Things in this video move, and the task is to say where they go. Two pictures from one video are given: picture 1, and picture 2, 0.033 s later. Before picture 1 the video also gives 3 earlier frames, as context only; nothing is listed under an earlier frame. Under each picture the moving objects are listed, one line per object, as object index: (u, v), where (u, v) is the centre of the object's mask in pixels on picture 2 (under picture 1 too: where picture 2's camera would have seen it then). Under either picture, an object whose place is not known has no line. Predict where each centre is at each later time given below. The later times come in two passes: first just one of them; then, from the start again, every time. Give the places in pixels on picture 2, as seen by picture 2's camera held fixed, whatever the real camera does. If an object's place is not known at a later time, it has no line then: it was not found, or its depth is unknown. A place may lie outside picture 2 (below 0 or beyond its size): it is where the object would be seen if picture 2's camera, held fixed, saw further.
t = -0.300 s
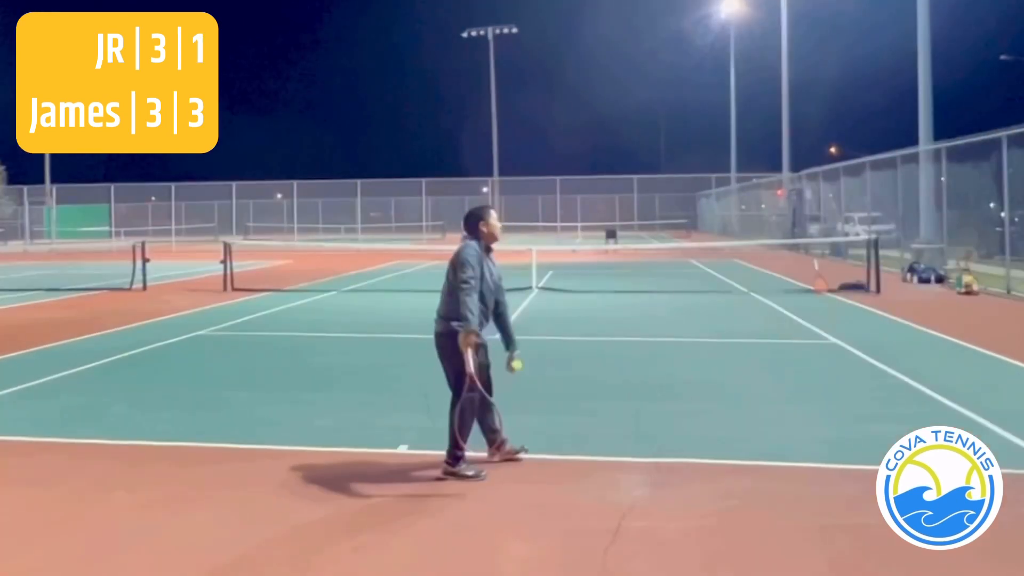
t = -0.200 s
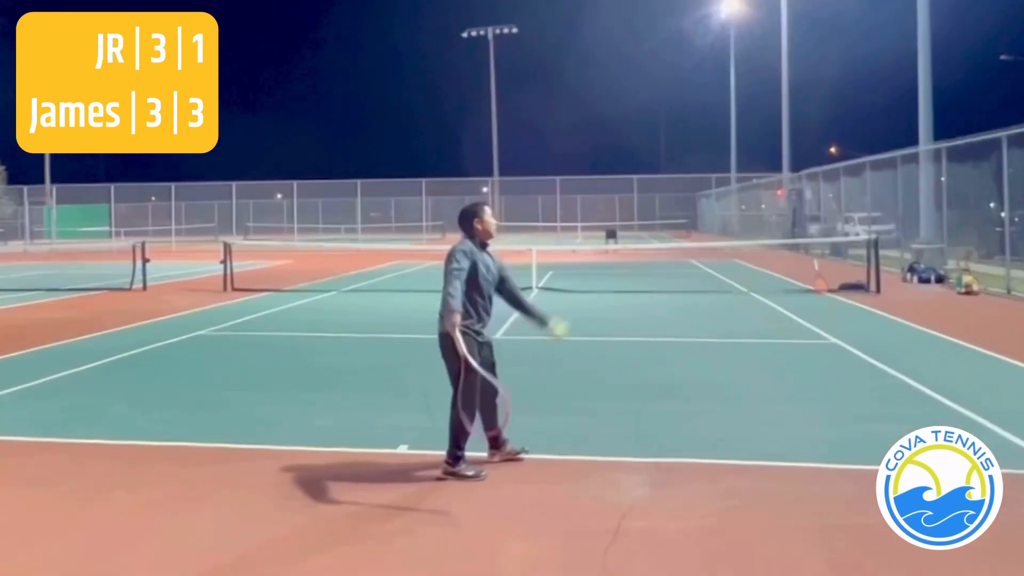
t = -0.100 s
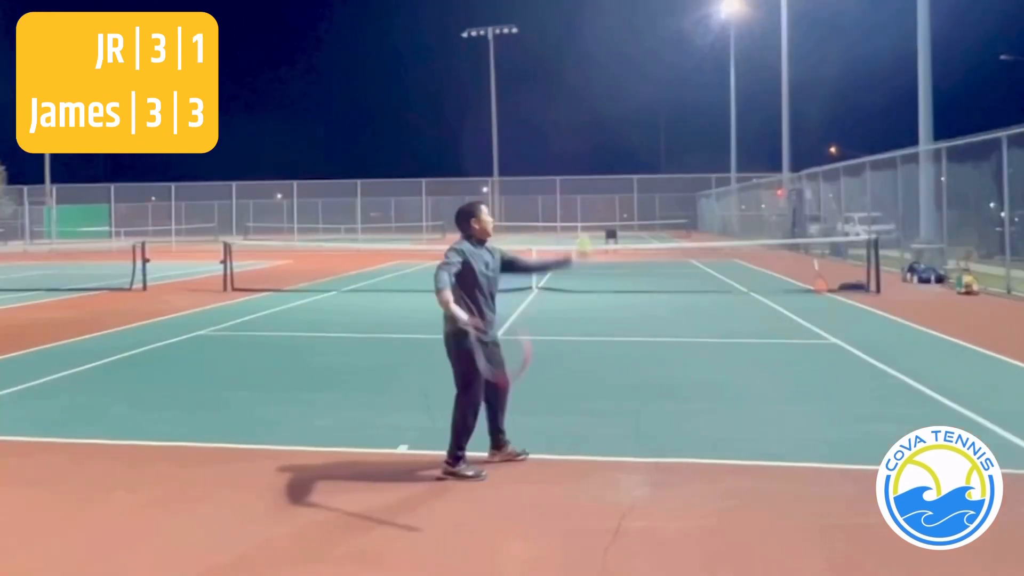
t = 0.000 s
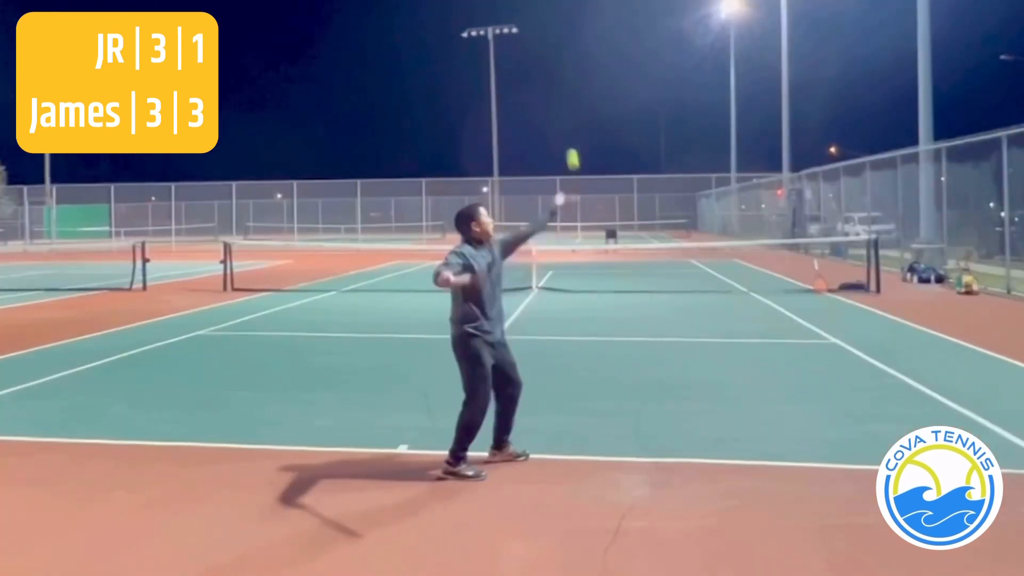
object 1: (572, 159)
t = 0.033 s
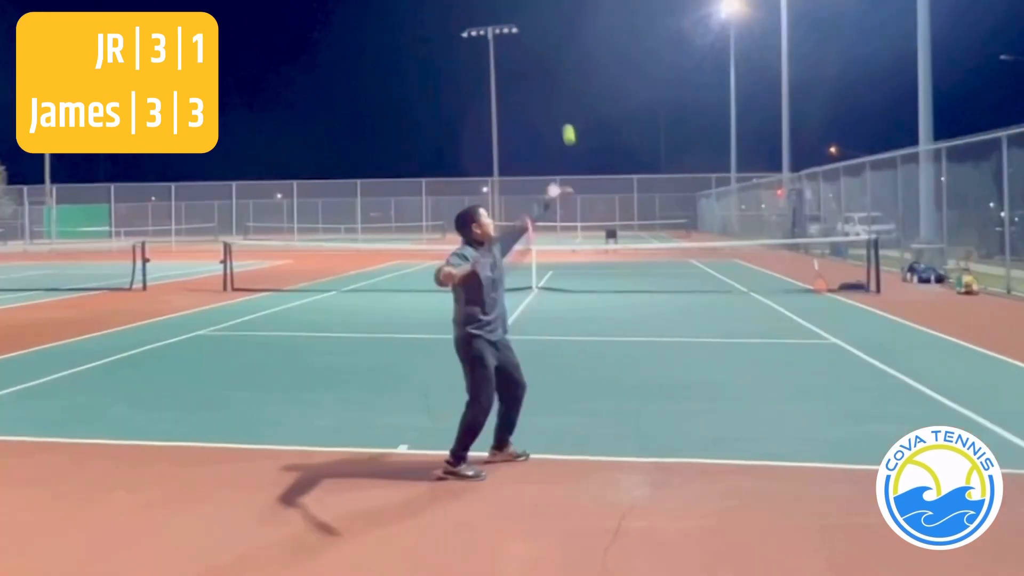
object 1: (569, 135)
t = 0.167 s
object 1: (554, 55)
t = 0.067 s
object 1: (565, 112)
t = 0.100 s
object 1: (561, 91)
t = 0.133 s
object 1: (558, 72)
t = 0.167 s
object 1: (554, 55)
